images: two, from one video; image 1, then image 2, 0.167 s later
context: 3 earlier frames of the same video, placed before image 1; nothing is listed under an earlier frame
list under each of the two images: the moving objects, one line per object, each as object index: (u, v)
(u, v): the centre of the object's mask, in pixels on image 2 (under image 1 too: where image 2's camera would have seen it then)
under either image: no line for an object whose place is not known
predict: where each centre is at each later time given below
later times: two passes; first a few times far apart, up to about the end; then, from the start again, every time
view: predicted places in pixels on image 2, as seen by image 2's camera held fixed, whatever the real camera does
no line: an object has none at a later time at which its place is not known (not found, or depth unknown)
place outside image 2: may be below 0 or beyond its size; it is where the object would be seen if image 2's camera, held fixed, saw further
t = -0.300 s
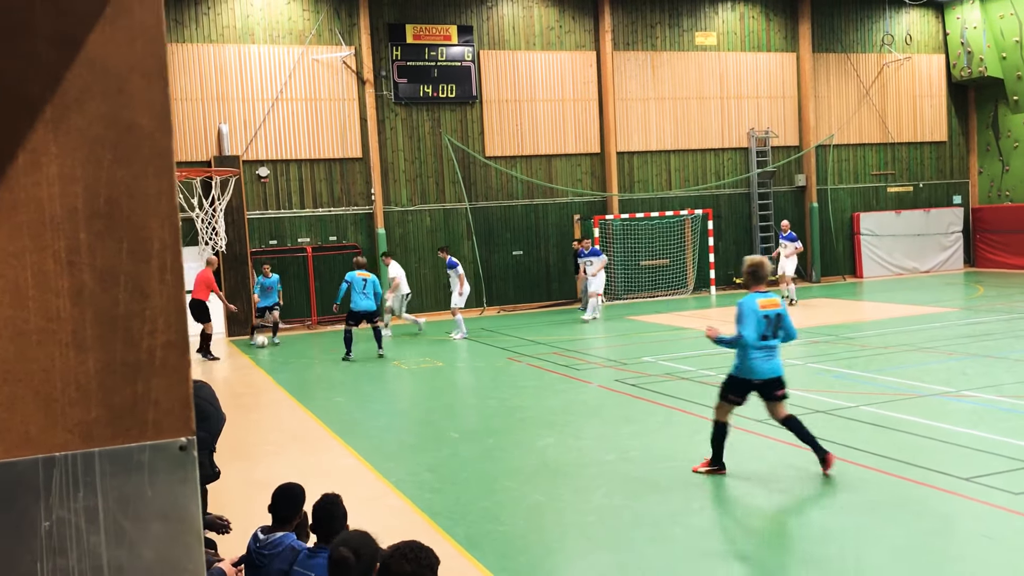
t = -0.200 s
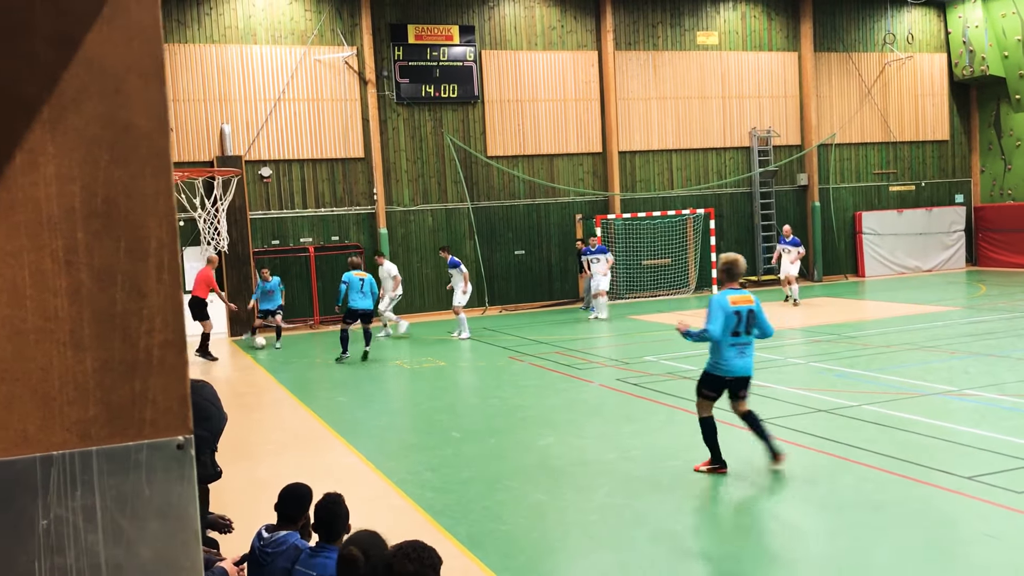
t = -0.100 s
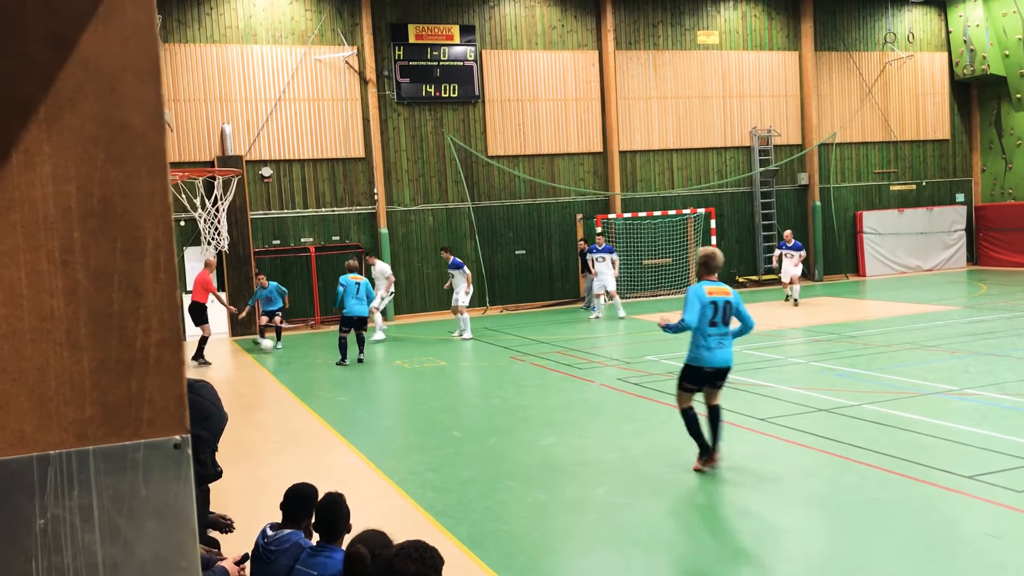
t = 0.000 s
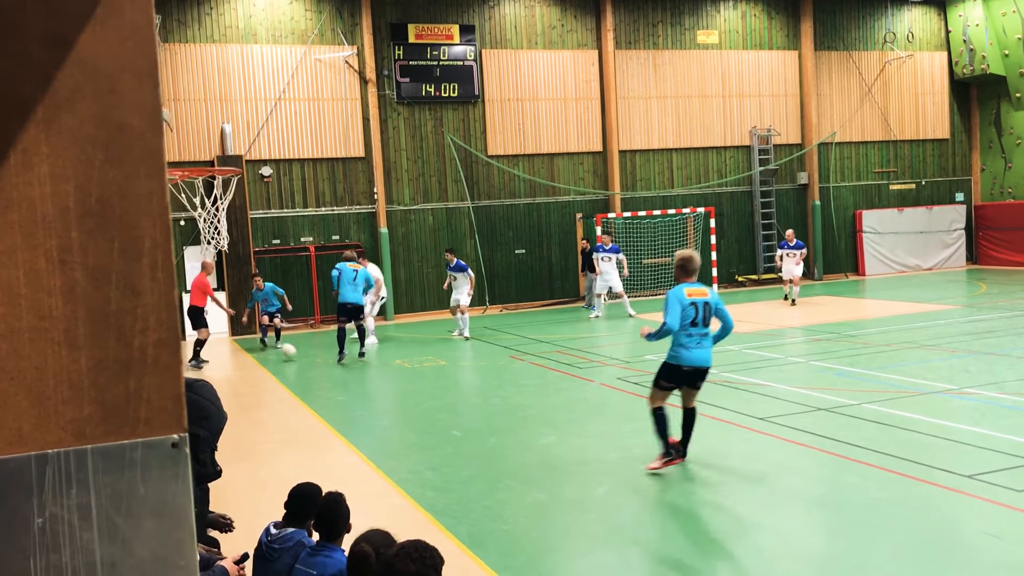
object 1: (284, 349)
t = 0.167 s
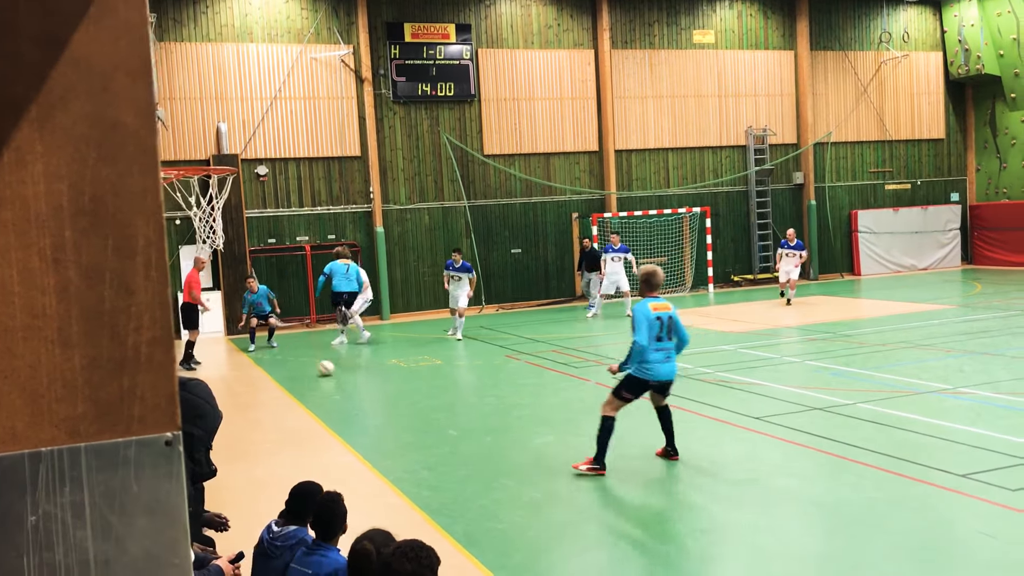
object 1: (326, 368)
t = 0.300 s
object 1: (361, 380)
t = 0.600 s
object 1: (442, 414)
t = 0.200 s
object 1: (335, 370)
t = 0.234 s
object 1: (342, 373)
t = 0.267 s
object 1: (350, 376)
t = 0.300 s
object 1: (361, 380)
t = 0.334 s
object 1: (369, 383)
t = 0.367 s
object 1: (377, 385)
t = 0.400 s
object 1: (386, 388)
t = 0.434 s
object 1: (396, 393)
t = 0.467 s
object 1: (405, 399)
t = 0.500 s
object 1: (413, 400)
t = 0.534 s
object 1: (424, 403)
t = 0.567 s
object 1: (433, 409)
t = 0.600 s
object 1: (442, 414)
